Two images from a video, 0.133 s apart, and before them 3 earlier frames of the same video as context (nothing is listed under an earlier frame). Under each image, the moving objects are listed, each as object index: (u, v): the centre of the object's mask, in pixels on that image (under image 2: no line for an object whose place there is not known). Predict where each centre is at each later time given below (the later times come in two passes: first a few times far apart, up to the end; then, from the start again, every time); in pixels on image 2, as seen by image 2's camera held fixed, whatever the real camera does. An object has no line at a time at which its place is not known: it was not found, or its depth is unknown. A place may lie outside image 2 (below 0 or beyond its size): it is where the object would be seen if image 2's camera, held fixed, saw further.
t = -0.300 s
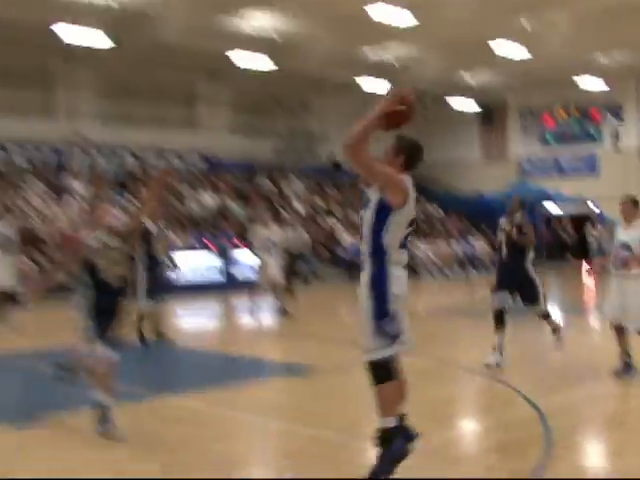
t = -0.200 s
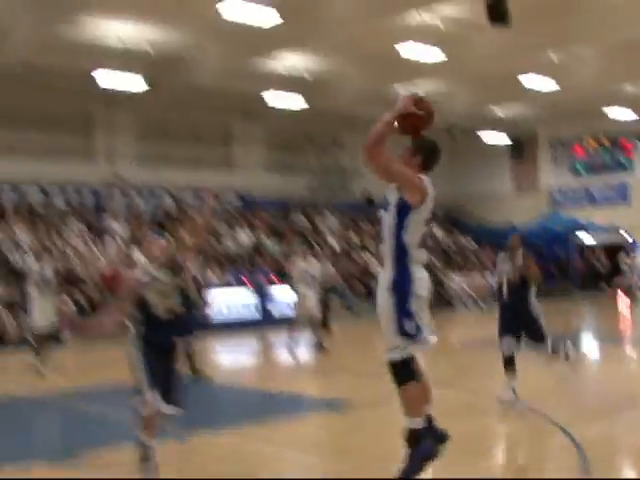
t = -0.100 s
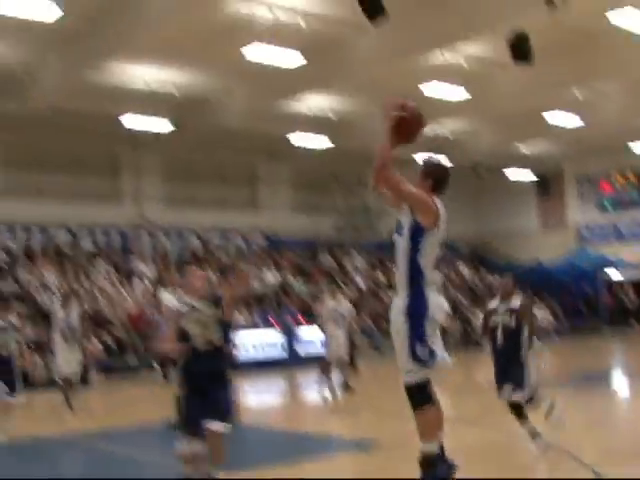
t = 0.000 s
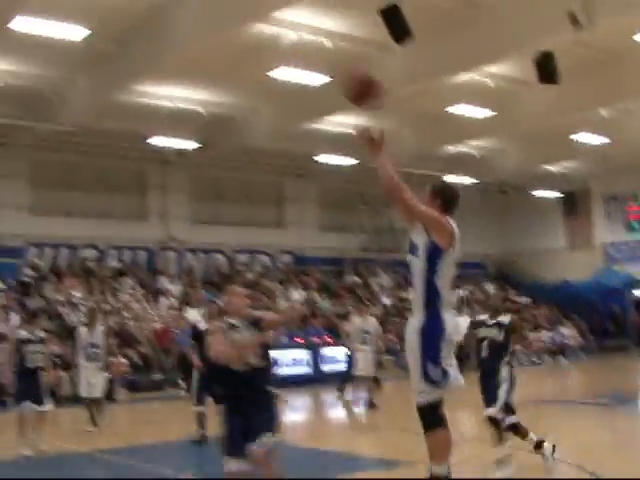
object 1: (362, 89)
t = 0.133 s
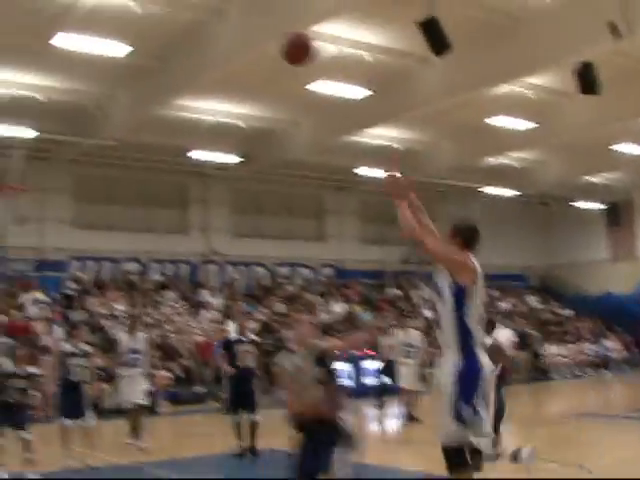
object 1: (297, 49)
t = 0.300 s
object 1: (191, 24)
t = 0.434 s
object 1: (120, 28)
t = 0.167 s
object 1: (274, 40)
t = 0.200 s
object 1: (251, 34)
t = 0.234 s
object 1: (230, 29)
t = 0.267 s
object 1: (210, 26)
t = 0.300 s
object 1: (191, 24)
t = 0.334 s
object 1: (172, 23)
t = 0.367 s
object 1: (155, 24)
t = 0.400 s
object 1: (137, 26)
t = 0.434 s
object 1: (120, 28)
